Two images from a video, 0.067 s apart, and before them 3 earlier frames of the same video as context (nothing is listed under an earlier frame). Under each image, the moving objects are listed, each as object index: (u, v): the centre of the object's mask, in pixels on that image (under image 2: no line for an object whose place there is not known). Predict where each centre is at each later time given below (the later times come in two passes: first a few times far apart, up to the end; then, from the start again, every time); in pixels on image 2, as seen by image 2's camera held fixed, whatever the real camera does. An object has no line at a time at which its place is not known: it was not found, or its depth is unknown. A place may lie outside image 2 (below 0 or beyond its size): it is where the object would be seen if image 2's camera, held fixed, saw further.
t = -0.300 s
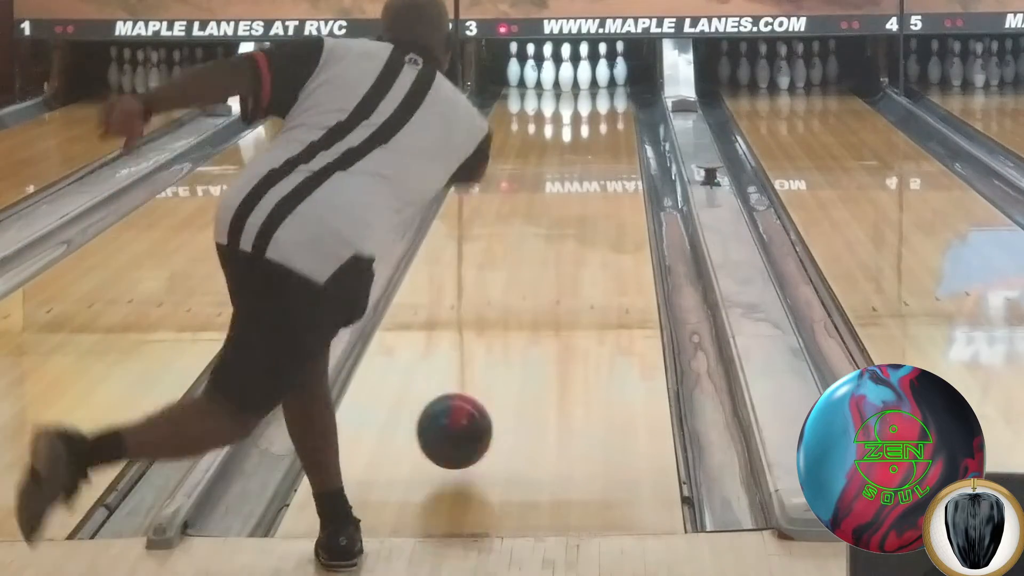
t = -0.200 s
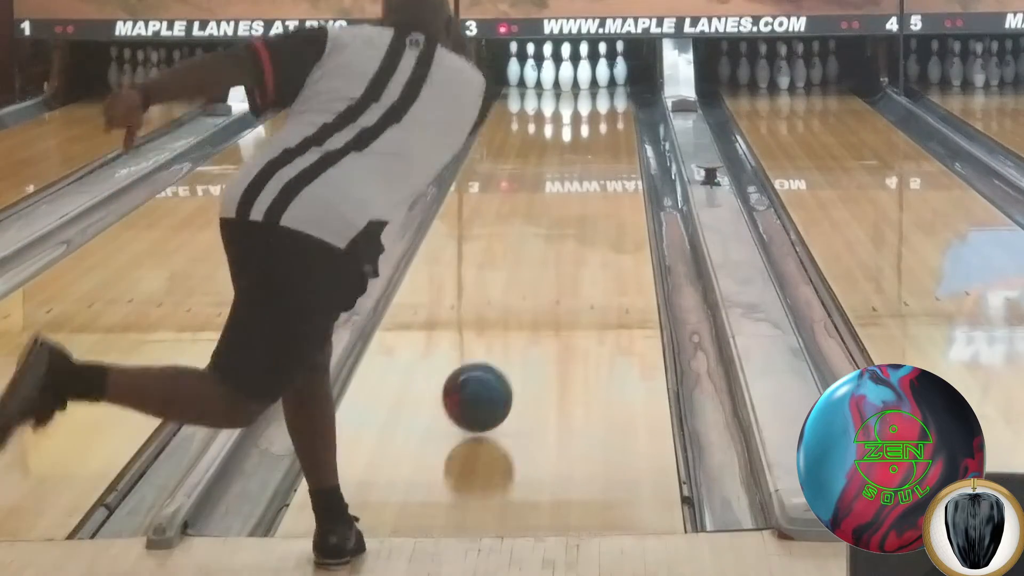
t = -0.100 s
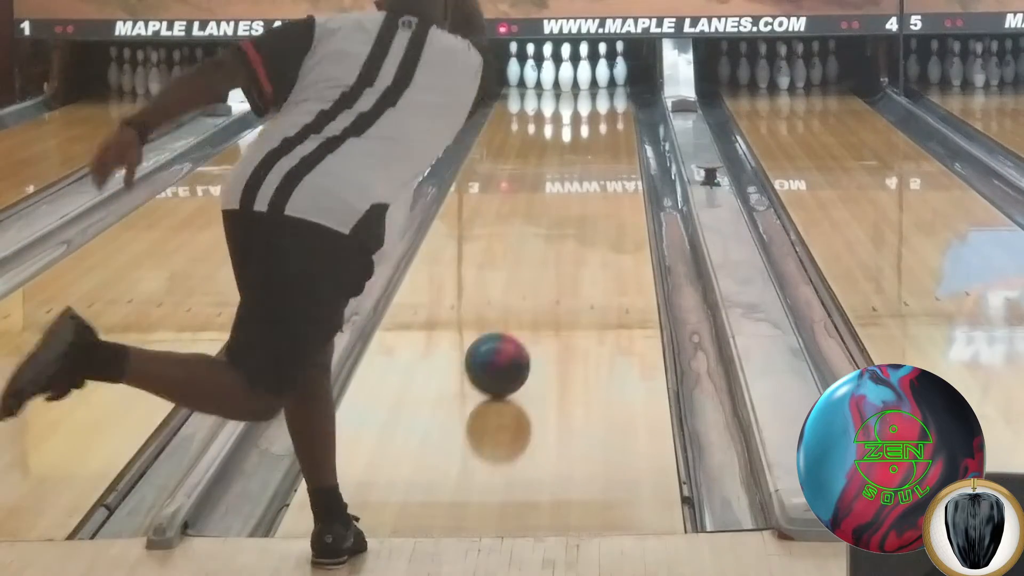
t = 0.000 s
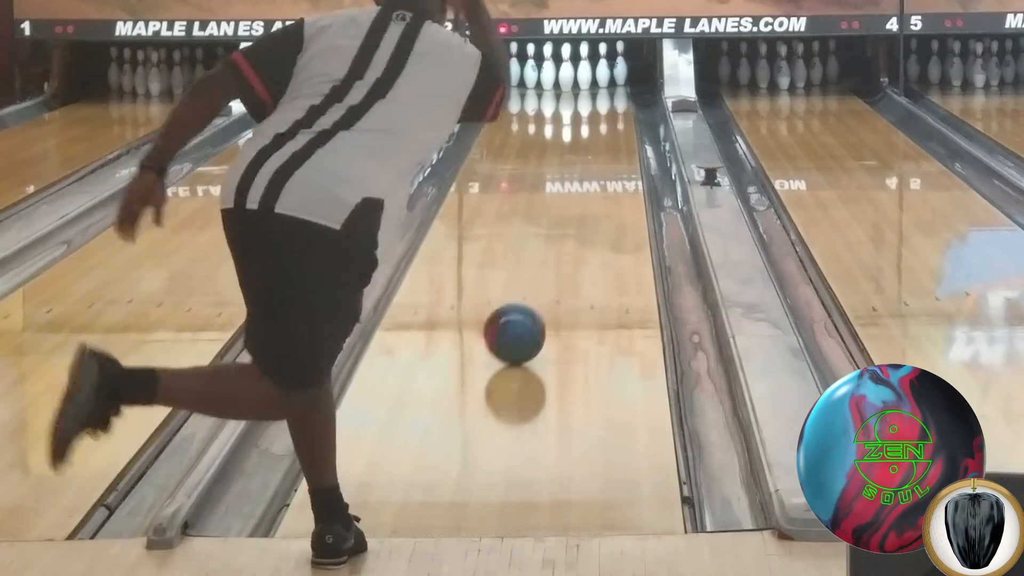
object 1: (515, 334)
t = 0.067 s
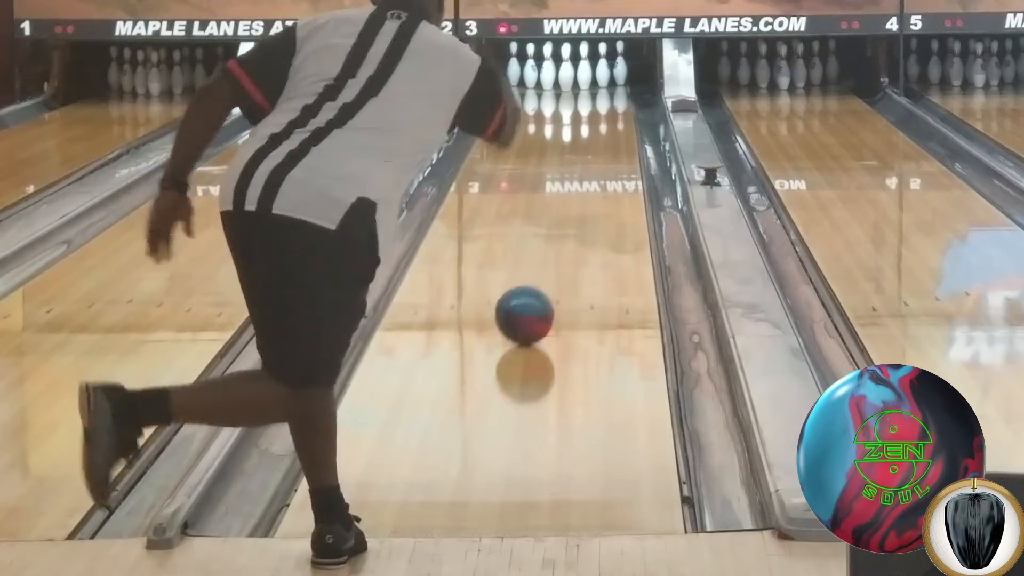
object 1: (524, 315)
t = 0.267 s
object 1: (550, 270)
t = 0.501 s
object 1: (573, 228)
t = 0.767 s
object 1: (593, 190)
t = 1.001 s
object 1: (604, 164)
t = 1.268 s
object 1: (613, 138)
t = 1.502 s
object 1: (615, 122)
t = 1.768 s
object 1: (611, 106)
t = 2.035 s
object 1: (598, 93)
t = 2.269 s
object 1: (584, 85)
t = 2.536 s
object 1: (578, 76)
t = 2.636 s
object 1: (582, 74)
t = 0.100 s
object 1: (529, 307)
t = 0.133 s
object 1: (534, 299)
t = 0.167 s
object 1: (540, 293)
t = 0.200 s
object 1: (546, 283)
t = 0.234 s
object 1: (546, 276)
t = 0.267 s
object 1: (550, 270)
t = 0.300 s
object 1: (554, 263)
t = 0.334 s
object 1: (557, 257)
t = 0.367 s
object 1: (561, 250)
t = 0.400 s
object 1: (564, 244)
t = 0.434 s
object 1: (567, 239)
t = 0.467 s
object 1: (570, 233)
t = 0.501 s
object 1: (573, 228)
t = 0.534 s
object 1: (576, 223)
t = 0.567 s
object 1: (578, 217)
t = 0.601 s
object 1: (581, 213)
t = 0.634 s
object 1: (584, 208)
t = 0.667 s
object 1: (586, 203)
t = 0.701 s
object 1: (588, 199)
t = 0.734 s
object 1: (590, 194)
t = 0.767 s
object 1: (593, 190)
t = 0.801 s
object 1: (595, 186)
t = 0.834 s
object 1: (596, 182)
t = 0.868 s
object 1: (598, 179)
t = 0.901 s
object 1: (600, 174)
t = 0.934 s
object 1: (602, 171)
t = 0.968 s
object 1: (603, 167)
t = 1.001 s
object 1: (604, 164)
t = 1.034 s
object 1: (606, 161)
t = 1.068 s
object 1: (607, 158)
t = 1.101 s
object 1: (608, 155)
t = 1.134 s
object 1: (610, 151)
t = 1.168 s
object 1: (610, 148)
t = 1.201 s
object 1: (612, 146)
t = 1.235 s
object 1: (612, 142)
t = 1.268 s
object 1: (613, 138)
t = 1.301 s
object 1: (614, 137)
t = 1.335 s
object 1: (614, 134)
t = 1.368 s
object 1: (615, 131)
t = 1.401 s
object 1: (615, 130)
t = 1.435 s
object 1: (615, 127)
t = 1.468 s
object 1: (616, 124)
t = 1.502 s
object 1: (615, 122)
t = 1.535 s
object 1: (615, 120)
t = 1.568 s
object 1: (615, 118)
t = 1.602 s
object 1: (614, 116)
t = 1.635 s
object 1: (614, 114)
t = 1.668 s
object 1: (613, 111)
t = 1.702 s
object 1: (612, 110)
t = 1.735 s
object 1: (612, 108)
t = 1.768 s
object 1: (611, 106)
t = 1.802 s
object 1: (610, 105)
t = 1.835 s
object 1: (608, 103)
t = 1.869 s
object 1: (608, 101)
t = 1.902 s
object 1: (606, 99)
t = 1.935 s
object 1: (604, 98)
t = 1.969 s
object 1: (602, 96)
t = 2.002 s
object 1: (599, 95)
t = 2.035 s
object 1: (598, 93)
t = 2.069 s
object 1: (596, 92)
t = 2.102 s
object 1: (594, 90)
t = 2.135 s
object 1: (592, 90)
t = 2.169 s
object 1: (590, 88)
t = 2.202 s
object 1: (587, 87)
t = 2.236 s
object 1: (585, 86)
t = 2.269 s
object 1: (584, 85)
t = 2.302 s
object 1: (582, 83)
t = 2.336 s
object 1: (580, 81)
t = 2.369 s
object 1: (578, 80)
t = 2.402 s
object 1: (578, 79)
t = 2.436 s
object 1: (579, 79)
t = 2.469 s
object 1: (578, 78)
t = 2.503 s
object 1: (578, 77)
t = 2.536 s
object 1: (578, 76)
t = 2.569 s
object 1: (579, 75)
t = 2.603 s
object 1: (580, 76)
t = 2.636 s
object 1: (582, 74)
